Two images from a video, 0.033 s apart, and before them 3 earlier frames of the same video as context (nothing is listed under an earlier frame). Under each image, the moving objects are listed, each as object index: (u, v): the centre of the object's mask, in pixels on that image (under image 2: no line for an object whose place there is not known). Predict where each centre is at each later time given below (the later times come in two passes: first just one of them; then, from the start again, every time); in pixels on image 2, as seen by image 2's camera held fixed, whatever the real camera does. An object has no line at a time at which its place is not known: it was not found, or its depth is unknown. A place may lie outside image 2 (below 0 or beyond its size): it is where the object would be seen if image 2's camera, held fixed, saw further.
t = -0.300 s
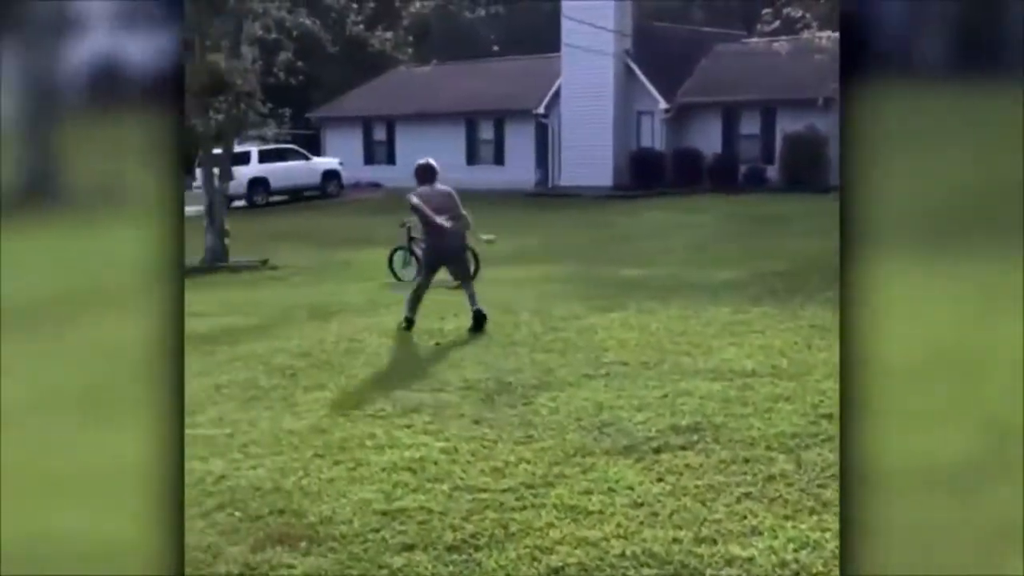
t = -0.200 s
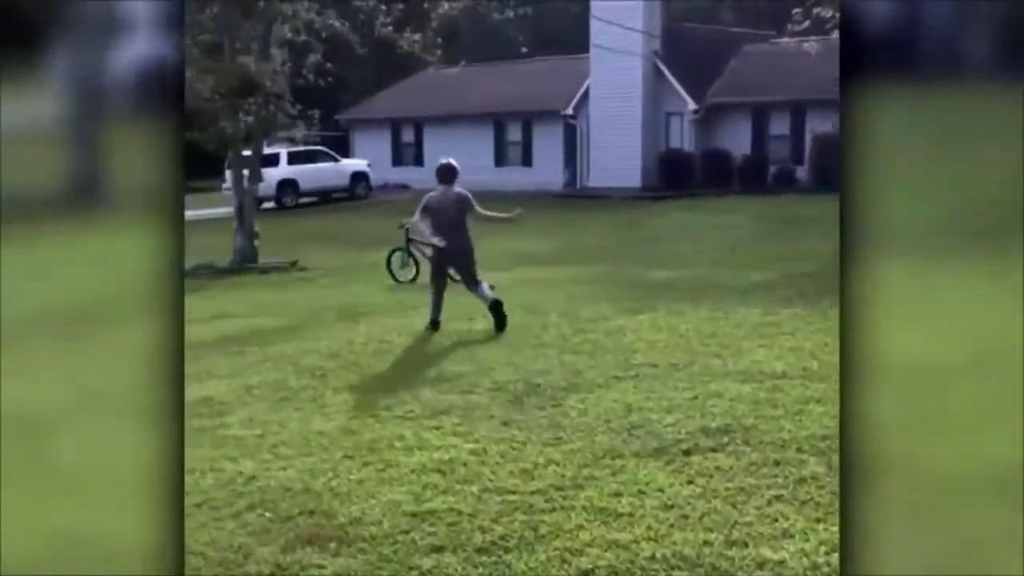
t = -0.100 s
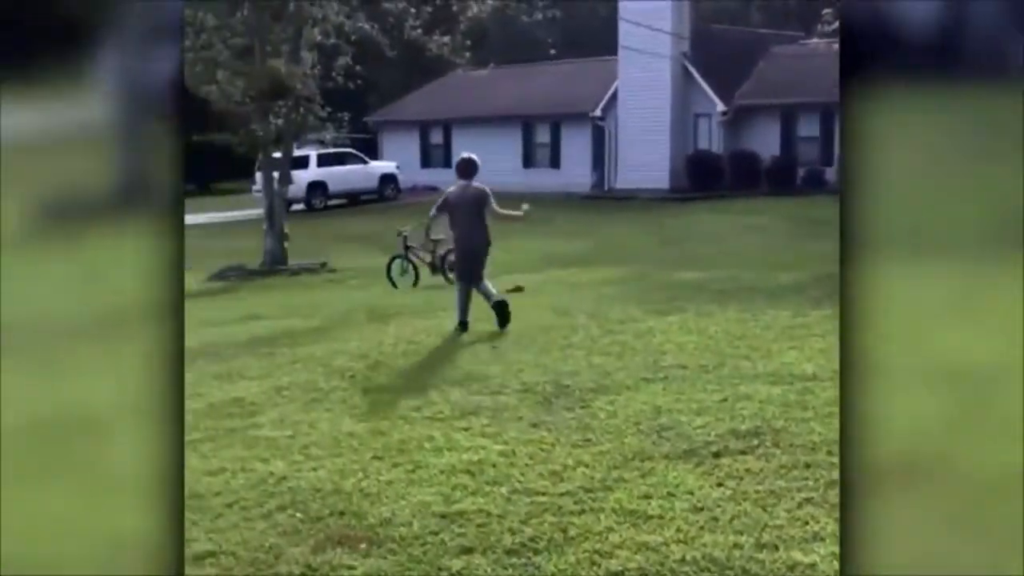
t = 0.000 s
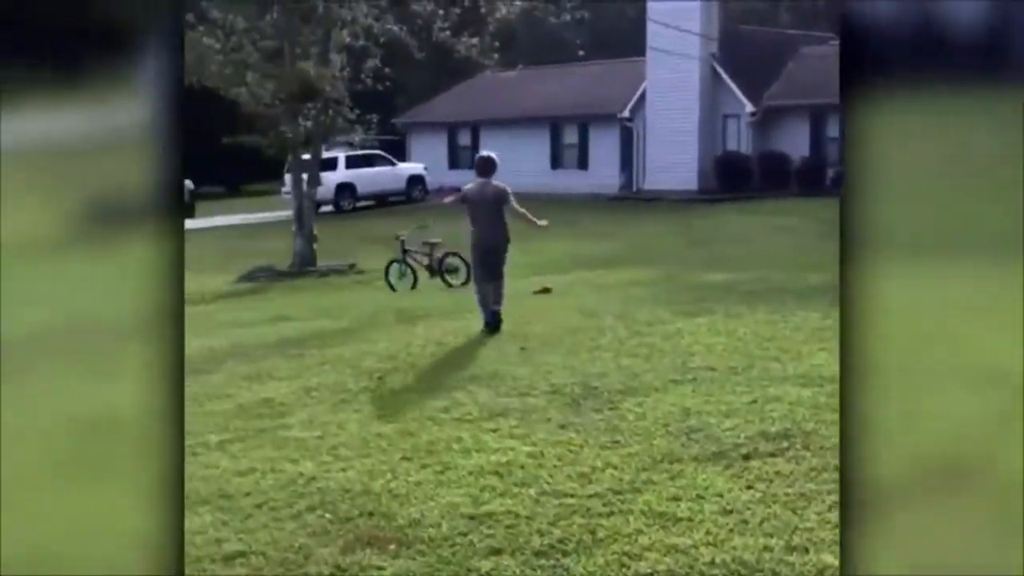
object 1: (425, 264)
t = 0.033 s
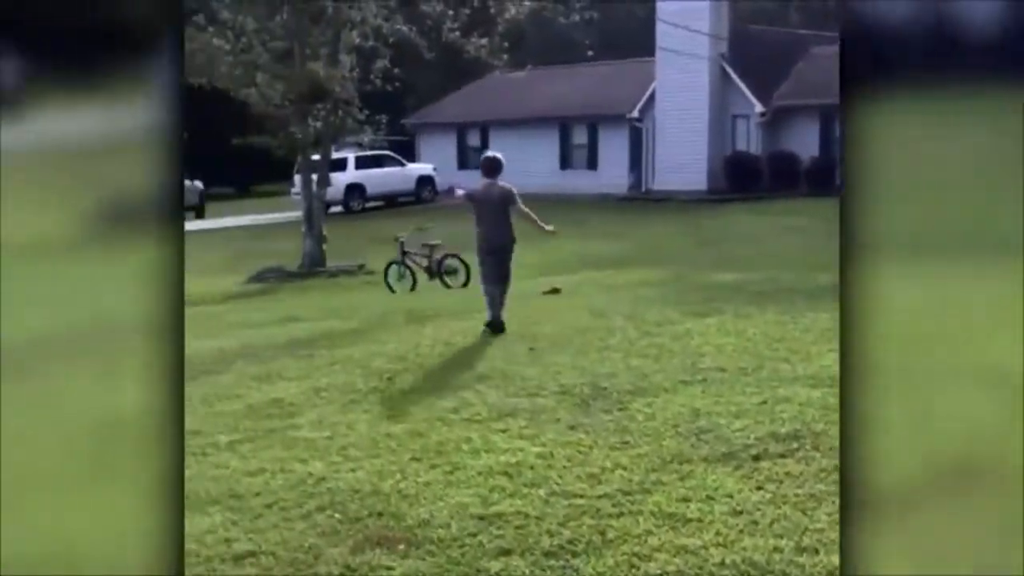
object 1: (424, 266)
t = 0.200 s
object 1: (372, 271)
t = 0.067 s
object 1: (414, 267)
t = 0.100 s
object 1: (404, 269)
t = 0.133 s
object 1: (394, 270)
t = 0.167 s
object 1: (383, 270)
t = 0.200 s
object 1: (372, 271)
